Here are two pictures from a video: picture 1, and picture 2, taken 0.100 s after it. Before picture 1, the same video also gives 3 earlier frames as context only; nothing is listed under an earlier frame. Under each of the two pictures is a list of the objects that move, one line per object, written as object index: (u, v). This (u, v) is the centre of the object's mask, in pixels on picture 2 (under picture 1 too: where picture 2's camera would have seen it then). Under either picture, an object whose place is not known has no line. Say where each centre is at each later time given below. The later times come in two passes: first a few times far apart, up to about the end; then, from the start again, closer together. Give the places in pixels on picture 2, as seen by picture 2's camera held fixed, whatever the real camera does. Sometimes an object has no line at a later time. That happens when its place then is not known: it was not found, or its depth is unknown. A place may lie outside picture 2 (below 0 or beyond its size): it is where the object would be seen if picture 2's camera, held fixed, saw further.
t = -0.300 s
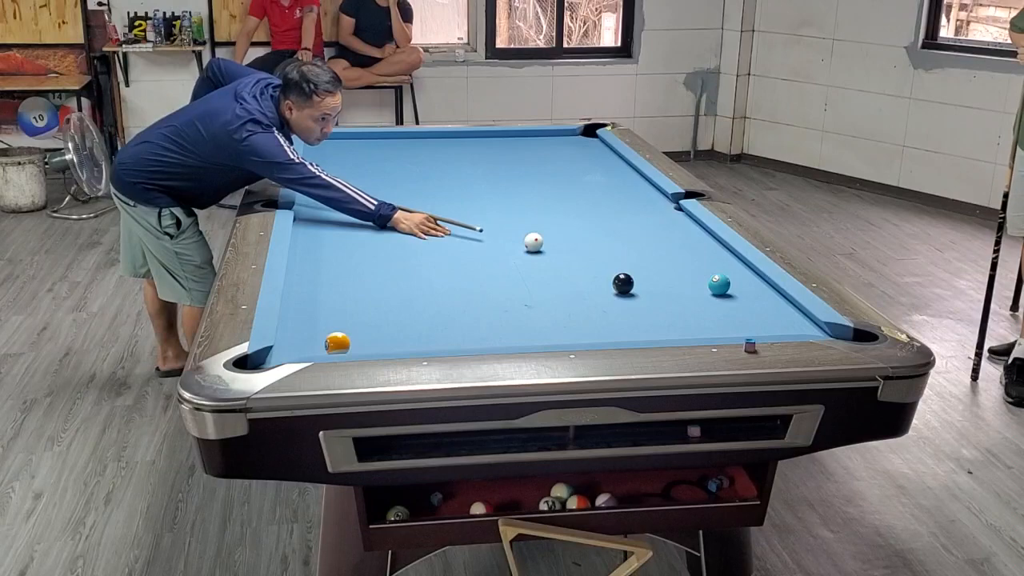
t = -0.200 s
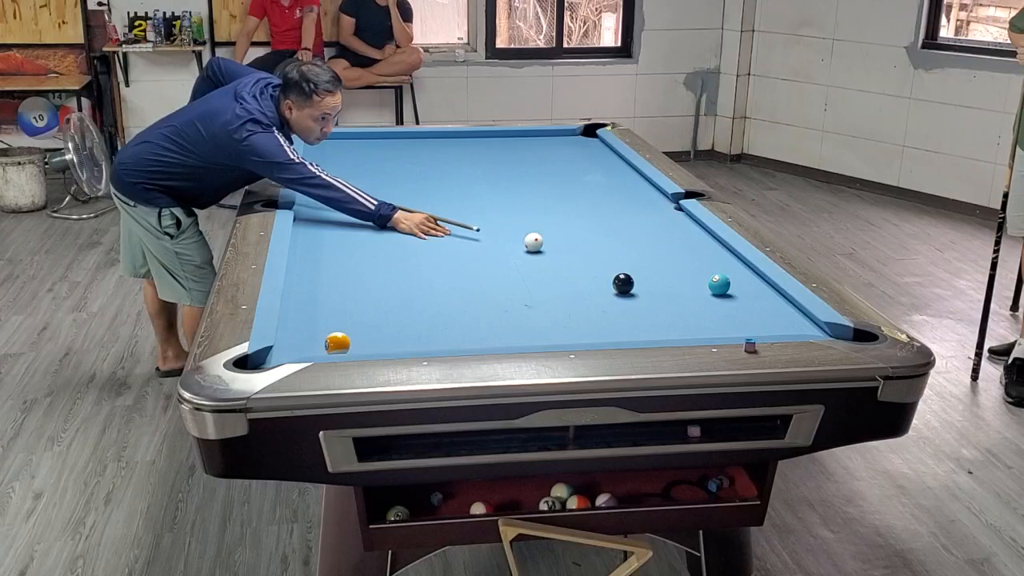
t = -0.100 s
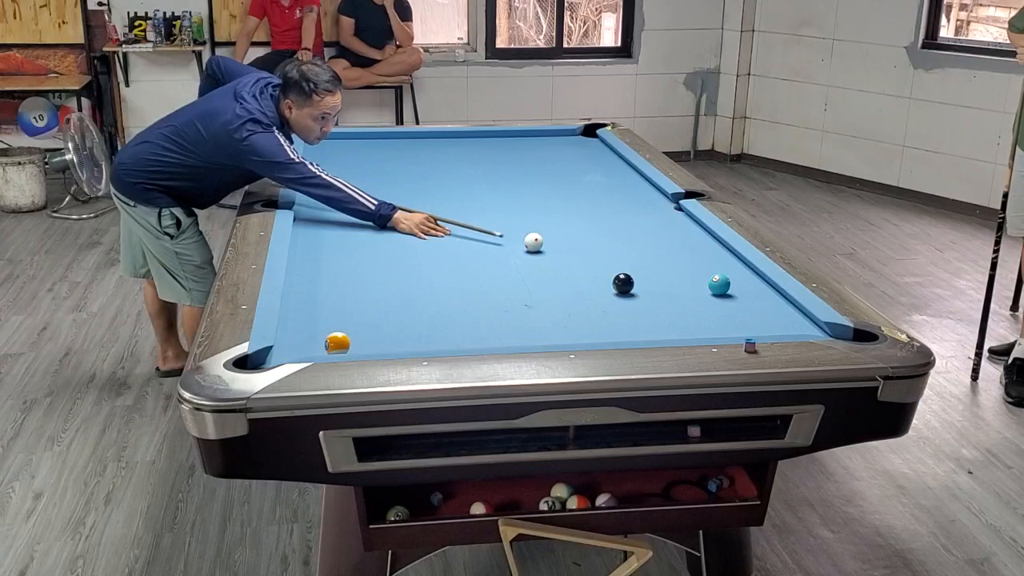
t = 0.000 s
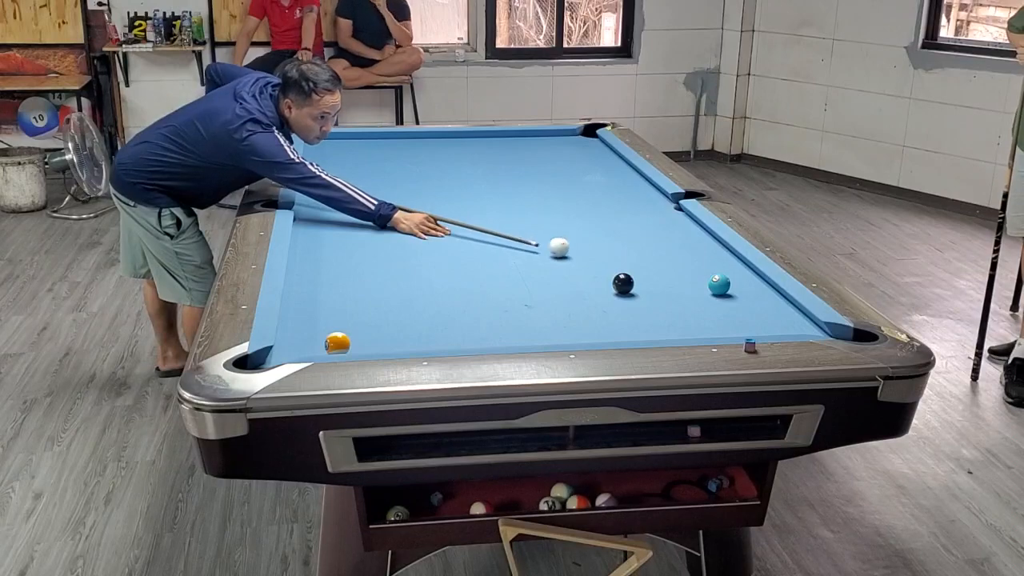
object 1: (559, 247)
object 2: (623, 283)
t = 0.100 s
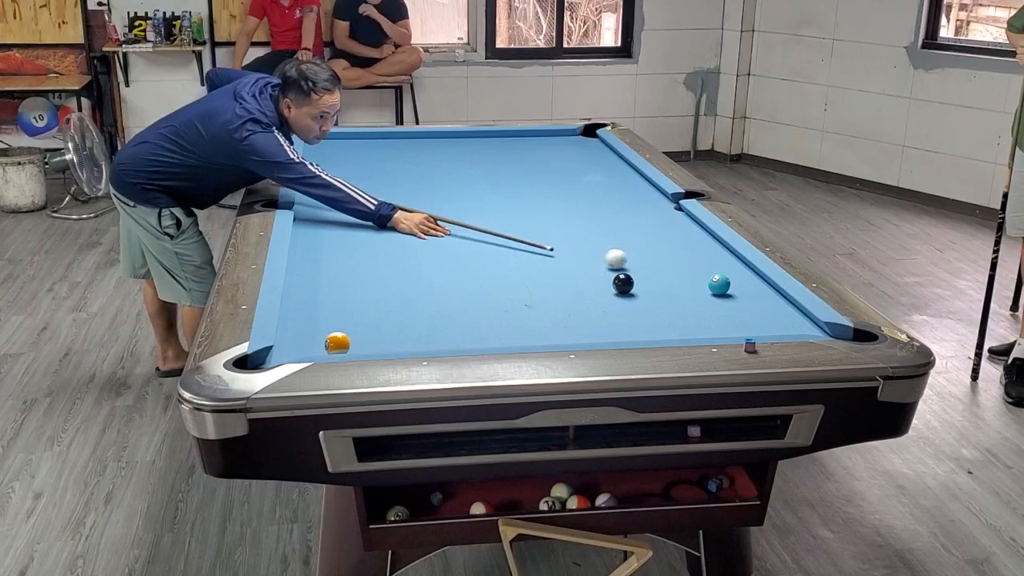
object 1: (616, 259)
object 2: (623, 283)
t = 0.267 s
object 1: (701, 276)
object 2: (623, 283)
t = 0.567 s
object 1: (735, 278)
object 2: (623, 283)
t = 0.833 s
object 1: (694, 281)
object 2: (623, 283)
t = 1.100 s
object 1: (654, 284)
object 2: (623, 283)
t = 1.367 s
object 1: (638, 289)
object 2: (604, 282)
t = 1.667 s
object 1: (627, 293)
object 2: (580, 281)
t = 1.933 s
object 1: (618, 297)
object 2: (561, 280)
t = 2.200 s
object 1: (610, 300)
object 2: (544, 279)
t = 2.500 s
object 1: (603, 303)
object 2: (526, 278)
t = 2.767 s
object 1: (598, 306)
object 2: (513, 277)
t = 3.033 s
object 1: (593, 308)
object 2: (501, 276)
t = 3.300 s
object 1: (590, 309)
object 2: (491, 275)
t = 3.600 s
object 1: (588, 310)
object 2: (482, 274)
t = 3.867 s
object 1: (586, 310)
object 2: (476, 273)
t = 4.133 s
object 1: (586, 310)
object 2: (471, 273)
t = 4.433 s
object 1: (586, 310)
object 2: (468, 272)
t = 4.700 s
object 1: (586, 310)
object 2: (467, 272)
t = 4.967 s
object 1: (586, 310)
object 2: (466, 272)
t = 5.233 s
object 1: (586, 310)
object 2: (466, 272)
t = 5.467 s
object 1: (586, 310)
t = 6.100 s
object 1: (586, 310)
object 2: (466, 272)
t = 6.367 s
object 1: (586, 310)
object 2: (466, 272)
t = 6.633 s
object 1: (585, 310)
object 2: (466, 272)
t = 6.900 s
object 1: (585, 310)
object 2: (466, 272)
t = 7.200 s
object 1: (585, 310)
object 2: (466, 272)
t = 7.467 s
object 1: (585, 310)
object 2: (466, 272)
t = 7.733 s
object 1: (585, 310)
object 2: (466, 272)
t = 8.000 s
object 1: (585, 310)
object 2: (466, 272)
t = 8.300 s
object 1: (585, 310)
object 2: (466, 272)
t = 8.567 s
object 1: (585, 310)
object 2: (466, 272)
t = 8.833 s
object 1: (585, 310)
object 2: (466, 272)
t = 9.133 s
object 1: (585, 310)
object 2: (466, 272)
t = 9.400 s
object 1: (585, 310)
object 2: (466, 272)
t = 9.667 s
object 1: (585, 310)
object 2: (466, 272)
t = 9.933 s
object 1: (585, 310)
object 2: (466, 272)
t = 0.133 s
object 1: (633, 262)
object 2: (623, 283)
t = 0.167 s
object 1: (651, 266)
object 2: (623, 283)
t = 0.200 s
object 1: (669, 270)
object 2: (623, 283)
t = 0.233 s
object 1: (686, 273)
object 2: (623, 283)
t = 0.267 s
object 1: (701, 276)
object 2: (623, 283)
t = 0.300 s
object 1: (711, 276)
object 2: (623, 283)
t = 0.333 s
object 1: (720, 276)
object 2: (623, 283)
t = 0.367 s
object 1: (730, 276)
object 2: (623, 283)
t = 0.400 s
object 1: (739, 276)
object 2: (623, 283)
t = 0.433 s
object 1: (749, 276)
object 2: (623, 283)
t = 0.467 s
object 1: (752, 276)
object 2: (623, 283)
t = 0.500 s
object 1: (746, 277)
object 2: (623, 283)
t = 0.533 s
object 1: (740, 278)
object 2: (623, 283)
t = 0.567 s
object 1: (735, 278)
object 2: (623, 283)
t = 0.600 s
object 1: (730, 278)
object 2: (623, 283)
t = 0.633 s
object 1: (725, 279)
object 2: (623, 283)
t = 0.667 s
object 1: (720, 279)
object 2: (623, 283)
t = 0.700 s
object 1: (714, 280)
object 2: (623, 283)
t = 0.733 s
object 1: (709, 280)
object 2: (623, 283)
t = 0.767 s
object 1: (704, 280)
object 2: (623, 283)
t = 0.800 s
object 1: (699, 281)
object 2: (623, 283)
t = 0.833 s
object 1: (694, 281)
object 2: (623, 283)
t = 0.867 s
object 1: (689, 282)
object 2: (623, 283)
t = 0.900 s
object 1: (684, 282)
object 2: (623, 283)
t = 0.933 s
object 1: (679, 282)
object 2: (623, 283)
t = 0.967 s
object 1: (674, 283)
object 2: (623, 283)
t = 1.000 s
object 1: (669, 283)
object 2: (623, 283)
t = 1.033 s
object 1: (664, 284)
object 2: (623, 283)
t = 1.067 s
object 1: (659, 284)
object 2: (623, 283)
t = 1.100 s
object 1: (654, 284)
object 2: (623, 283)
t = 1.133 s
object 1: (649, 285)
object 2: (623, 283)
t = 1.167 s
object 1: (645, 285)
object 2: (622, 283)
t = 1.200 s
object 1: (644, 286)
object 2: (618, 283)
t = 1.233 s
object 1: (643, 286)
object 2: (615, 283)
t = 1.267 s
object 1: (641, 287)
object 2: (612, 283)
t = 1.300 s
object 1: (640, 288)
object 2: (609, 283)
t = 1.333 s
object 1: (639, 288)
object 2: (607, 282)
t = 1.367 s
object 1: (638, 289)
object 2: (604, 282)
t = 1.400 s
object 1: (636, 289)
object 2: (601, 282)
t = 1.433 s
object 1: (635, 290)
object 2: (598, 282)
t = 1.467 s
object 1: (634, 290)
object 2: (596, 282)
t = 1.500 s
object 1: (633, 291)
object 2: (593, 281)
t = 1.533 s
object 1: (631, 291)
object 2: (590, 281)
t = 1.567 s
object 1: (630, 292)
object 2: (588, 281)
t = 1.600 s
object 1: (629, 292)
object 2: (585, 281)
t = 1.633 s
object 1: (628, 293)
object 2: (583, 281)
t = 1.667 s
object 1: (627, 293)
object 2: (580, 281)
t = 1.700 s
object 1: (626, 294)
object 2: (578, 281)
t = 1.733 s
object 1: (624, 294)
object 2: (575, 281)
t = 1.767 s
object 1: (623, 295)
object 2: (573, 280)
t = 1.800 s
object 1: (622, 295)
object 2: (570, 280)
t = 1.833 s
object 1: (621, 296)
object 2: (568, 280)
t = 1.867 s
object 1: (620, 296)
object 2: (566, 280)
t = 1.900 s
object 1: (619, 297)
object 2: (563, 280)
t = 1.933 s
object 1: (618, 297)
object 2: (561, 280)
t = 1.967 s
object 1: (617, 297)
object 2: (559, 280)
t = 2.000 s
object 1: (616, 298)
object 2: (557, 280)
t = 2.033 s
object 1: (615, 298)
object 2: (554, 280)
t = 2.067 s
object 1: (614, 299)
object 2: (552, 279)
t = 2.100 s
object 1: (613, 299)
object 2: (550, 279)
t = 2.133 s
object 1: (612, 300)
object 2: (548, 279)
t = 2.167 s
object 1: (611, 300)
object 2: (546, 279)
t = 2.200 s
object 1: (610, 300)
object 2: (544, 279)
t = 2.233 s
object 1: (609, 301)
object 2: (542, 279)
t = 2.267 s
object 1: (608, 301)
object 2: (539, 279)
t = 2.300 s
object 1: (607, 301)
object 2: (538, 279)
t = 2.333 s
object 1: (607, 302)
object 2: (536, 278)
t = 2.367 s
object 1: (606, 302)
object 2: (534, 278)
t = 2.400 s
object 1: (605, 303)
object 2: (532, 278)
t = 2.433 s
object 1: (604, 303)
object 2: (530, 278)
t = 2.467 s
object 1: (604, 303)
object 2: (528, 278)
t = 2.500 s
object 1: (603, 303)
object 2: (526, 278)
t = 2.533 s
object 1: (602, 304)
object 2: (525, 278)
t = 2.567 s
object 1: (601, 304)
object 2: (523, 278)
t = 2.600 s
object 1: (601, 305)
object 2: (521, 278)
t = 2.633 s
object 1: (600, 305)
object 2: (519, 277)
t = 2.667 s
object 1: (600, 305)
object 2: (518, 277)
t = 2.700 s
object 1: (599, 305)
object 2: (516, 277)
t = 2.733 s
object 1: (598, 305)
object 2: (514, 277)
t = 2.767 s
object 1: (598, 306)
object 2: (513, 277)
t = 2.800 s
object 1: (597, 306)
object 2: (511, 277)
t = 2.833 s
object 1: (597, 307)
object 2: (510, 276)
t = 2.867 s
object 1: (596, 307)
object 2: (508, 276)
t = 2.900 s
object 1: (595, 307)
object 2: (507, 276)
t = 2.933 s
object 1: (595, 307)
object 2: (506, 276)
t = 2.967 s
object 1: (594, 307)
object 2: (504, 276)
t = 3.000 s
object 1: (594, 308)
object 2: (503, 276)
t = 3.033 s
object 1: (593, 308)
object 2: (501, 276)
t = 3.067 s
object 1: (593, 308)
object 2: (500, 276)
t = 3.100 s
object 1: (592, 308)
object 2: (499, 276)
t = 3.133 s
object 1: (592, 308)
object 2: (497, 276)
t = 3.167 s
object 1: (592, 309)
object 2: (496, 275)
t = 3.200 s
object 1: (591, 309)
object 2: (495, 275)
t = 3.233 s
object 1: (591, 309)
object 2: (494, 275)
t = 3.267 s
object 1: (590, 309)
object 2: (493, 275)
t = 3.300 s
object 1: (590, 309)
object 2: (491, 275)
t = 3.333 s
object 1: (590, 309)
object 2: (490, 275)
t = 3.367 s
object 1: (589, 309)
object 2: (489, 275)
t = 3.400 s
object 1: (589, 309)
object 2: (488, 275)
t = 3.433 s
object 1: (589, 309)
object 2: (487, 275)
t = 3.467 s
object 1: (588, 310)
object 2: (486, 275)
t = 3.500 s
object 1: (588, 310)
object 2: (485, 275)
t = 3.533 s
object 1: (588, 310)
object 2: (484, 274)
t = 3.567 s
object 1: (588, 310)
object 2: (483, 274)
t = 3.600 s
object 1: (588, 310)
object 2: (482, 274)
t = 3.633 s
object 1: (587, 310)
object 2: (482, 274)
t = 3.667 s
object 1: (587, 310)
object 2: (481, 274)
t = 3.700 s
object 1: (587, 310)
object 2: (480, 274)
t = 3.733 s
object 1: (587, 310)
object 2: (479, 274)
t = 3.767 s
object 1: (587, 310)
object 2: (478, 274)
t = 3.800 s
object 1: (586, 310)
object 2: (478, 273)
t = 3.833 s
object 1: (586, 310)
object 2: (477, 273)
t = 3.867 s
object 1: (586, 310)
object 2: (476, 273)
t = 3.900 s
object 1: (586, 310)
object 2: (475, 273)
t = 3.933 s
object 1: (586, 310)
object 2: (475, 273)
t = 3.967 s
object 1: (586, 310)
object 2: (474, 273)
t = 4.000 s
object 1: (586, 310)
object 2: (474, 273)
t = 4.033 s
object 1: (586, 310)
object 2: (473, 273)
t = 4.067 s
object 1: (586, 310)
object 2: (473, 273)
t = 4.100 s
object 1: (586, 310)
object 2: (472, 273)
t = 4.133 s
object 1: (586, 310)
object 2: (471, 273)
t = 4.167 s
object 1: (586, 310)
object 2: (471, 273)
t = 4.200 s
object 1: (586, 310)
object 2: (471, 273)
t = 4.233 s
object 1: (586, 310)
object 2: (470, 273)
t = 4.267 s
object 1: (586, 310)
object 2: (470, 273)
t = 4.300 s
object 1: (586, 310)
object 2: (469, 272)
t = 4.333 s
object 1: (586, 310)
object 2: (469, 272)
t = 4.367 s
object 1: (586, 310)
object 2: (469, 272)
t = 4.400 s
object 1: (586, 310)
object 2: (468, 272)
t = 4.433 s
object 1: (586, 310)
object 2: (468, 272)
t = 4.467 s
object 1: (586, 310)
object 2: (468, 272)
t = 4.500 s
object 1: (586, 310)
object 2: (468, 272)
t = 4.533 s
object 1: (586, 310)
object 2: (468, 272)
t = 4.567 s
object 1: (586, 310)
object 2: (467, 272)
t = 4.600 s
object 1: (586, 310)
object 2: (467, 272)
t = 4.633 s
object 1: (586, 310)
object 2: (467, 272)
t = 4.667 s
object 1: (586, 310)
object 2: (467, 272)
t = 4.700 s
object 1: (586, 310)
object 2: (467, 272)
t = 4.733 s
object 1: (586, 310)
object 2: (467, 272)
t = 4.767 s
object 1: (586, 310)
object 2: (466, 272)
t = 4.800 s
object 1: (586, 310)
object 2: (466, 272)
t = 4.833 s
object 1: (586, 310)
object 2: (466, 272)
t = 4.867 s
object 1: (586, 310)
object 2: (466, 272)
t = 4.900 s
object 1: (586, 310)
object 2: (466, 272)
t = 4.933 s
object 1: (586, 310)
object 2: (466, 272)
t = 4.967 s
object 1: (586, 310)
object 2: (466, 272)
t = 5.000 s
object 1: (586, 310)
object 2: (466, 272)
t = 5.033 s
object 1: (586, 310)
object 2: (466, 272)
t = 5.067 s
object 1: (586, 310)
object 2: (466, 272)
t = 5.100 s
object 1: (586, 310)
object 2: (466, 272)
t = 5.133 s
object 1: (586, 310)
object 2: (466, 272)
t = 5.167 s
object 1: (586, 310)
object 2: (466, 272)
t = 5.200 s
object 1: (586, 310)
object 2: (466, 272)
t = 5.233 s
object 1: (586, 310)
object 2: (466, 272)
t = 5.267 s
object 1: (586, 310)
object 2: (466, 272)
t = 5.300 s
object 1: (591, 311)
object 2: (466, 272)
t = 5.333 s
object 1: (583, 310)
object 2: (466, 272)
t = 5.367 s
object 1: (586, 310)
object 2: (468, 271)
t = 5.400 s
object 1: (586, 310)
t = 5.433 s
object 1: (586, 310)
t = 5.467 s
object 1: (586, 310)
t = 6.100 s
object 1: (586, 310)
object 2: (466, 272)
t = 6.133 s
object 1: (586, 310)
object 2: (466, 272)
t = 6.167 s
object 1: (586, 310)
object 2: (466, 272)
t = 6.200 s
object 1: (586, 310)
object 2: (466, 272)
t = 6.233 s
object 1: (586, 310)
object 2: (466, 272)
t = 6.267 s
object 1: (585, 310)
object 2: (466, 272)
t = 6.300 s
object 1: (585, 310)
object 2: (466, 272)
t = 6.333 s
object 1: (585, 310)
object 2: (466, 272)
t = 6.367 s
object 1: (586, 310)
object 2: (466, 272)
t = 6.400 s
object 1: (585, 310)
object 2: (466, 272)
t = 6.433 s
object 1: (585, 310)
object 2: (466, 272)
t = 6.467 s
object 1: (585, 310)
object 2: (466, 272)
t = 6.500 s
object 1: (585, 310)
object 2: (466, 272)
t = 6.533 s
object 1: (585, 310)
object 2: (466, 272)
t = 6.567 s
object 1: (585, 310)
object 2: (466, 272)
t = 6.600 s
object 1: (585, 310)
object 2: (466, 272)
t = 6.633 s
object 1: (585, 310)
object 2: (466, 272)
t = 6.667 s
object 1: (585, 310)
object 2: (466, 272)
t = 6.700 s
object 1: (585, 310)
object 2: (466, 272)
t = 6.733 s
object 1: (585, 310)
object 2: (466, 272)
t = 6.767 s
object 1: (585, 310)
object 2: (466, 272)
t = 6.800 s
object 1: (585, 310)
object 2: (466, 272)
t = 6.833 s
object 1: (585, 310)
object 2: (466, 272)
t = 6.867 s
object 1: (585, 310)
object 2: (466, 272)
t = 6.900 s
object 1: (585, 310)
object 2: (466, 272)
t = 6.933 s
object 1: (585, 310)
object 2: (466, 272)
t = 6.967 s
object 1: (585, 310)
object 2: (466, 272)
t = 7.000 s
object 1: (585, 310)
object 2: (466, 272)
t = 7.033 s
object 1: (585, 310)
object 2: (466, 272)
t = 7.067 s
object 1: (585, 310)
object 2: (466, 272)
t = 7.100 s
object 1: (585, 310)
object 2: (466, 272)
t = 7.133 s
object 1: (585, 310)
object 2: (466, 272)
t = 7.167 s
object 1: (585, 310)
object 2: (466, 272)
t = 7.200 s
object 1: (585, 310)
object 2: (466, 272)
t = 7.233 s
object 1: (585, 310)
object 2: (466, 272)
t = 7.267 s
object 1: (585, 310)
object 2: (466, 272)
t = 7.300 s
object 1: (585, 310)
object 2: (466, 272)
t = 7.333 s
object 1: (585, 310)
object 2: (466, 272)
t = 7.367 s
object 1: (585, 310)
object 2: (466, 272)
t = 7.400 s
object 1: (586, 310)
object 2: (466, 272)
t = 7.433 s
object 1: (585, 310)
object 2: (466, 272)
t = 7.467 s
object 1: (585, 310)
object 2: (466, 272)
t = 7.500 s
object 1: (585, 310)
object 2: (466, 272)
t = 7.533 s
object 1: (585, 310)
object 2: (466, 272)
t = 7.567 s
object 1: (585, 310)
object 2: (466, 272)
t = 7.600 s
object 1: (585, 310)
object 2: (466, 272)
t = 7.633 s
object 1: (585, 310)
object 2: (466, 272)
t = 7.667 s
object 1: (585, 310)
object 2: (466, 272)
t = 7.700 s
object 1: (585, 310)
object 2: (466, 272)
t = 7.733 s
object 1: (585, 310)
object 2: (466, 272)
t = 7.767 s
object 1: (585, 310)
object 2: (466, 272)
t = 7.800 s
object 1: (585, 310)
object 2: (466, 272)
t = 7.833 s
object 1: (585, 310)
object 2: (466, 272)
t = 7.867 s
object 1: (586, 310)
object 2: (466, 272)
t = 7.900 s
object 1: (585, 310)
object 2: (466, 272)
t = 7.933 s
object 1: (585, 310)
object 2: (466, 272)
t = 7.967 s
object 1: (585, 310)
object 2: (466, 272)
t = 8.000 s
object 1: (585, 310)
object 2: (466, 272)
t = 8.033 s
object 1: (585, 310)
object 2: (466, 272)
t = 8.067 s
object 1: (585, 310)
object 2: (466, 272)
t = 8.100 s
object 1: (585, 310)
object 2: (466, 272)
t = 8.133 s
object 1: (585, 310)
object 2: (466, 272)
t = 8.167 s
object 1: (585, 310)
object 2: (466, 272)
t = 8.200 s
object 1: (585, 310)
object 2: (466, 272)
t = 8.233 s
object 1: (585, 310)
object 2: (466, 272)
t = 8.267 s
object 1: (585, 310)
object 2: (466, 272)
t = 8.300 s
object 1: (585, 310)
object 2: (466, 272)
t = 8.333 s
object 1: (585, 310)
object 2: (466, 272)
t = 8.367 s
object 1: (585, 310)
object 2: (466, 272)
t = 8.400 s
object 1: (585, 310)
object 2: (466, 272)
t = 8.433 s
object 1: (585, 310)
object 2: (466, 272)
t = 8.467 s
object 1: (585, 310)
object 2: (466, 272)
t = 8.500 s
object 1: (585, 310)
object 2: (466, 272)
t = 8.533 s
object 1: (585, 310)
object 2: (466, 272)
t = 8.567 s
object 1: (585, 310)
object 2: (466, 272)
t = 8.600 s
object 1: (585, 310)
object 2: (466, 272)
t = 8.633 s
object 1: (585, 310)
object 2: (466, 272)
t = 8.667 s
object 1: (585, 310)
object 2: (466, 272)
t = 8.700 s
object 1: (585, 310)
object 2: (466, 272)
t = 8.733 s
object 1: (585, 310)
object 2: (466, 272)
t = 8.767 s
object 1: (585, 310)
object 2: (466, 272)
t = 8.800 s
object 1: (585, 310)
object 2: (466, 272)
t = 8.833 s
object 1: (585, 310)
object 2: (466, 272)
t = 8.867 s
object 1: (585, 310)
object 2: (466, 272)
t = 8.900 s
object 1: (585, 310)
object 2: (466, 272)
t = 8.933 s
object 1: (585, 310)
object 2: (466, 272)
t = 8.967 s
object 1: (585, 310)
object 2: (466, 272)
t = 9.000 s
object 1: (585, 310)
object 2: (466, 272)
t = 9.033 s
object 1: (585, 310)
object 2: (466, 272)
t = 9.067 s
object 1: (585, 310)
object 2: (466, 272)
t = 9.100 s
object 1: (585, 310)
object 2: (466, 272)
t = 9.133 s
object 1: (585, 310)
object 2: (466, 272)
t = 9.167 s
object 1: (585, 310)
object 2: (466, 272)
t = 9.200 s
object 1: (585, 310)
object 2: (466, 272)
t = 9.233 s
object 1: (585, 310)
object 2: (466, 272)
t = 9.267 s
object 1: (585, 310)
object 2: (466, 272)
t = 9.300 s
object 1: (585, 310)
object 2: (466, 272)
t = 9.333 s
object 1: (585, 310)
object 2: (466, 272)
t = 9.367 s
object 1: (585, 310)
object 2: (466, 272)
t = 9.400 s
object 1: (585, 310)
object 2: (466, 272)
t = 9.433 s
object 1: (585, 310)
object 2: (466, 272)
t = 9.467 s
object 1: (585, 310)
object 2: (466, 272)
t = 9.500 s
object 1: (585, 310)
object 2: (466, 272)
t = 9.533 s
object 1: (585, 310)
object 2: (466, 272)
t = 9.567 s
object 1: (585, 310)
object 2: (466, 272)
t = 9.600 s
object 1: (585, 310)
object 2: (466, 272)
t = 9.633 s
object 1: (585, 310)
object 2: (466, 272)
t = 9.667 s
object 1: (585, 310)
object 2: (466, 272)
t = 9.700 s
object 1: (585, 310)
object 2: (466, 272)
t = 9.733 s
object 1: (585, 310)
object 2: (466, 272)
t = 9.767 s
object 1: (585, 310)
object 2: (466, 272)
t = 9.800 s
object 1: (585, 310)
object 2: (466, 272)
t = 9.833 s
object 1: (585, 310)
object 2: (466, 272)
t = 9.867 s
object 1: (585, 310)
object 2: (466, 272)
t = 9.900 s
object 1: (585, 310)
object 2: (466, 272)
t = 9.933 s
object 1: (585, 310)
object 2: (466, 272)
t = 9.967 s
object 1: (585, 310)
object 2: (466, 272)
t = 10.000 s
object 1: (585, 310)
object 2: (466, 272)
